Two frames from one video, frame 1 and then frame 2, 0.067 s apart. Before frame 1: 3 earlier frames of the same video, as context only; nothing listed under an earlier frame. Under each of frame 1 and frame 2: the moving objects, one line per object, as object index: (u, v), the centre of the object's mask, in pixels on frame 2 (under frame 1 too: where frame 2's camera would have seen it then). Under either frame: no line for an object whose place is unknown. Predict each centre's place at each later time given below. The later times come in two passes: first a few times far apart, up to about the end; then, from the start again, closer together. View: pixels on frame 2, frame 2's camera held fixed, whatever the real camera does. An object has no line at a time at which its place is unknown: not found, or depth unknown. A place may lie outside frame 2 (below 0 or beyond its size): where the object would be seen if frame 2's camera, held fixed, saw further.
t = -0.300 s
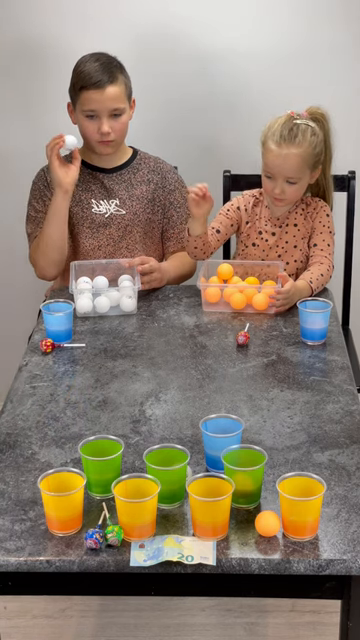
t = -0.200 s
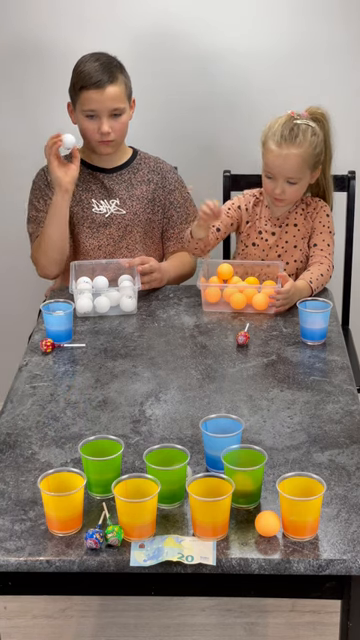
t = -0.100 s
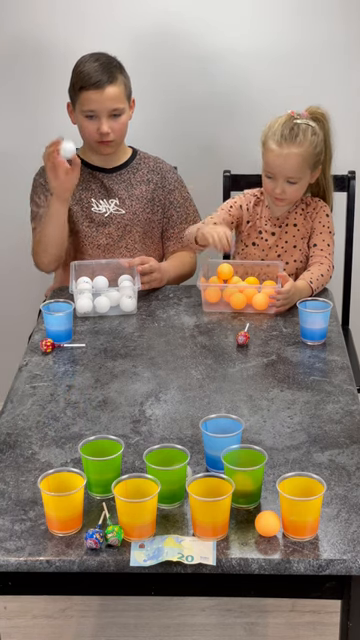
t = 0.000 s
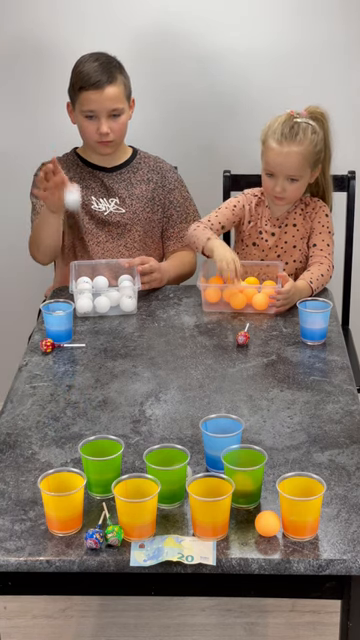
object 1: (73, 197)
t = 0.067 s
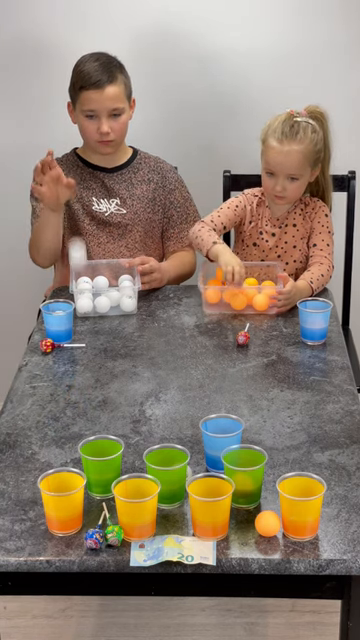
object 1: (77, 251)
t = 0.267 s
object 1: (84, 315)
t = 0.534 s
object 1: (97, 412)
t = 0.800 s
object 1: (45, 412)
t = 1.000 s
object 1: (10, 418)
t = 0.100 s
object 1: (83, 303)
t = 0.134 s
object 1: (84, 331)
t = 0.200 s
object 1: (88, 344)
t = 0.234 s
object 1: (84, 327)
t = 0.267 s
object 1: (84, 315)
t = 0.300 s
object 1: (87, 309)
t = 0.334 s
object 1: (88, 308)
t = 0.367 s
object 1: (88, 310)
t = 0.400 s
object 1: (90, 321)
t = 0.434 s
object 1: (93, 334)
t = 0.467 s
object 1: (93, 356)
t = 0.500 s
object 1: (95, 379)
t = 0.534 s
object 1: (97, 412)
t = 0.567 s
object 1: (93, 421)
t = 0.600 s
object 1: (85, 417)
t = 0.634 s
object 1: (77, 420)
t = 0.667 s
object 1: (69, 427)
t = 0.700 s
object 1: (62, 439)
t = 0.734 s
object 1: (55, 432)
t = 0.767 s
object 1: (44, 420)
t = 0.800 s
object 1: (45, 412)
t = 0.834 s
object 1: (34, 412)
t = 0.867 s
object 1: (29, 416)
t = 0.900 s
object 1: (24, 425)
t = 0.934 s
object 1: (20, 435)
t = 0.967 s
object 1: (14, 424)
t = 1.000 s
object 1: (10, 418)
